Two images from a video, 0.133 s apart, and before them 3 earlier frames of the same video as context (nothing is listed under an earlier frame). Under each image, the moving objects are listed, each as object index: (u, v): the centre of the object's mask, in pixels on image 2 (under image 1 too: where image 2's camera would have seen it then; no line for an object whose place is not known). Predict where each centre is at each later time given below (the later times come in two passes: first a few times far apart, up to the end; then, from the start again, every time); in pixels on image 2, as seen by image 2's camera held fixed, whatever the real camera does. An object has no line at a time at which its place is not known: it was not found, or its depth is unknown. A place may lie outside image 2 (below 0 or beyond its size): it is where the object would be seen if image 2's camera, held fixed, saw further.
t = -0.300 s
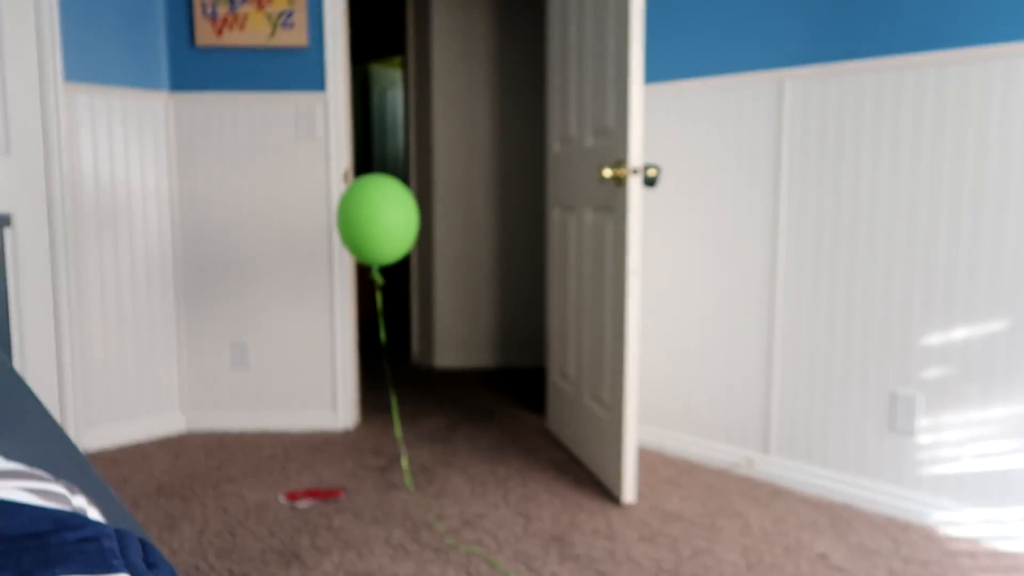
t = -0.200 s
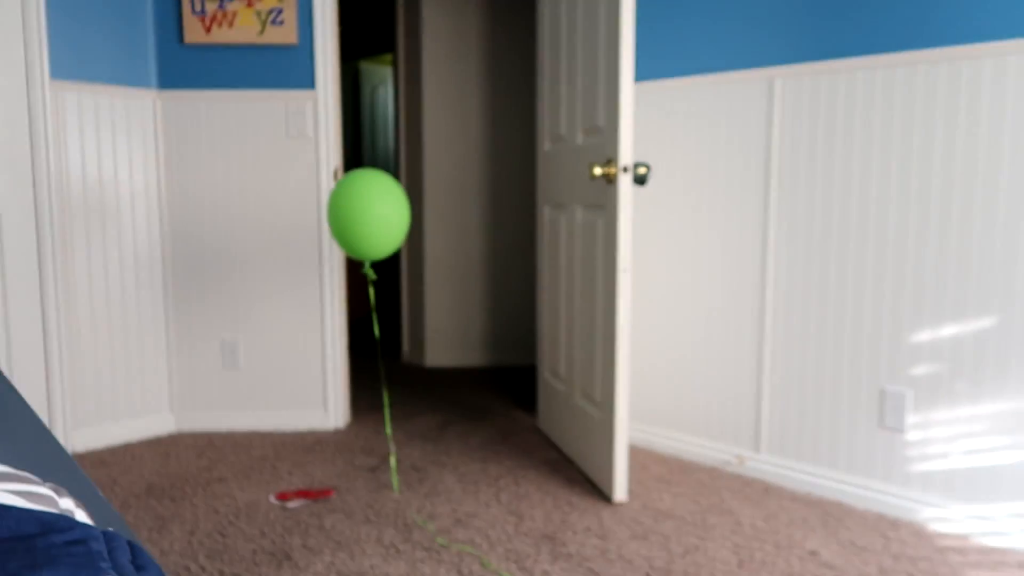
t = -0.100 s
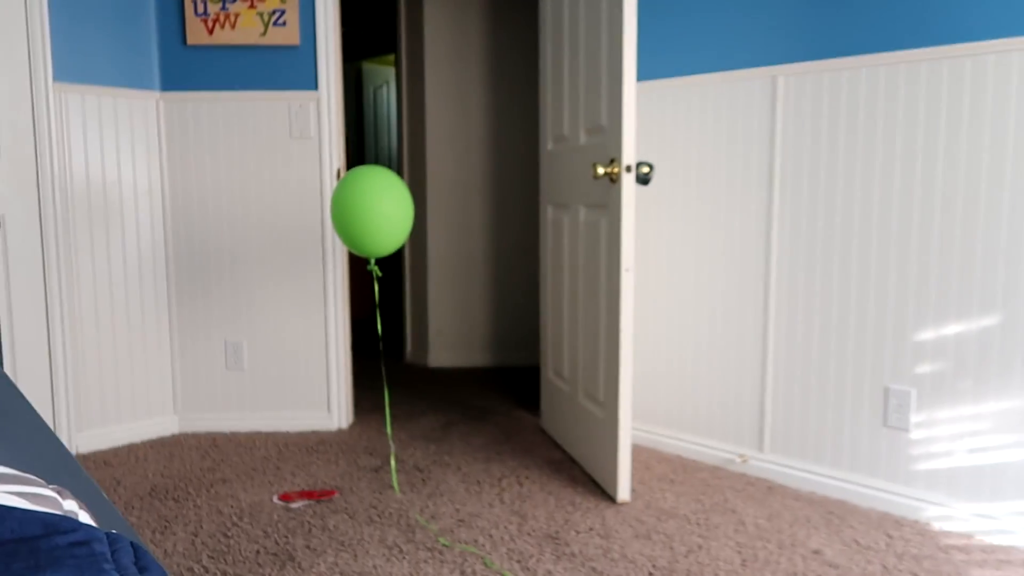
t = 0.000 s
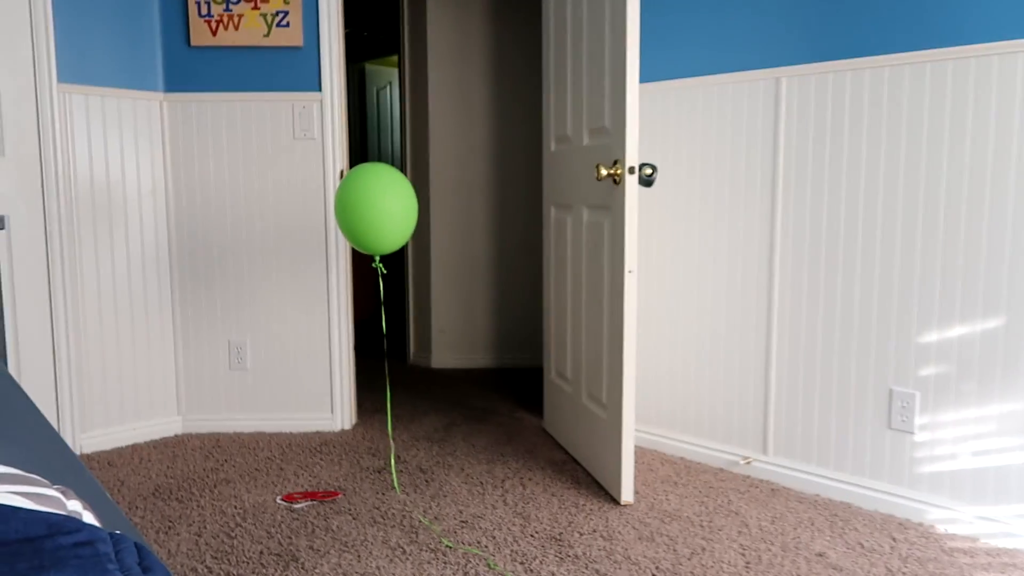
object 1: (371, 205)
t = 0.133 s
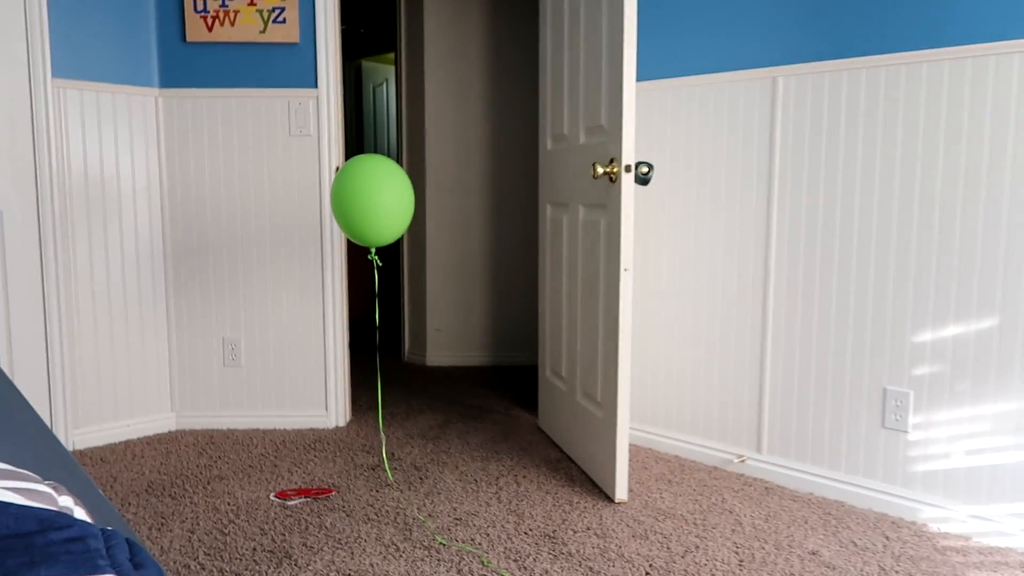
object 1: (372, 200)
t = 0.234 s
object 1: (372, 196)
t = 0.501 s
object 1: (373, 186)
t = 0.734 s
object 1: (374, 177)
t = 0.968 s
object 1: (372, 169)
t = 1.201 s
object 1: (370, 163)
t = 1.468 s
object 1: (367, 157)
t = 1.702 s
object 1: (363, 152)
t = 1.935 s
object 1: (358, 145)
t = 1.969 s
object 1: (357, 145)
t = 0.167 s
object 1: (373, 199)
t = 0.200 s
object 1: (373, 197)
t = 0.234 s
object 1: (372, 196)
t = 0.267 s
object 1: (372, 195)
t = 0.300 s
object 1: (373, 194)
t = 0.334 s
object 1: (373, 192)
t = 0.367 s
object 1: (374, 191)
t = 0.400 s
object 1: (373, 189)
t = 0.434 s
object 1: (373, 188)
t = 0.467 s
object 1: (374, 187)
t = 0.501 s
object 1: (373, 186)
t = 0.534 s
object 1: (373, 185)
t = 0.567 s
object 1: (373, 183)
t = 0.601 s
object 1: (374, 182)
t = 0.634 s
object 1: (374, 181)
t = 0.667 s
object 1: (374, 179)
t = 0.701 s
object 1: (374, 178)
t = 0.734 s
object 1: (374, 177)
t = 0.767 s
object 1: (374, 176)
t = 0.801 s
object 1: (373, 175)
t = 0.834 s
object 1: (373, 173)
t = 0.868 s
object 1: (372, 173)
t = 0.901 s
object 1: (372, 171)
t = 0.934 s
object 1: (372, 170)
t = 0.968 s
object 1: (372, 169)
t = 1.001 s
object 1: (372, 168)
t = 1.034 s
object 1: (372, 167)
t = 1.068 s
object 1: (372, 167)
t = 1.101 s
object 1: (371, 166)
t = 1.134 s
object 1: (371, 165)
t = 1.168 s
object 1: (370, 164)
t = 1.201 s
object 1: (370, 163)
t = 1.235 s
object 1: (370, 163)
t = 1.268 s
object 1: (370, 162)
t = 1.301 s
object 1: (370, 161)
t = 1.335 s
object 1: (369, 160)
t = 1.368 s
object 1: (369, 159)
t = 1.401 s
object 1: (368, 159)
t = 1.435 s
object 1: (368, 158)
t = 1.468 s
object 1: (367, 157)
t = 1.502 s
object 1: (367, 156)
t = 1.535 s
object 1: (366, 156)
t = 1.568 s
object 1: (365, 155)
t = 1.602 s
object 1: (365, 154)
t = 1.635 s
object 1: (364, 153)
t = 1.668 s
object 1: (364, 152)
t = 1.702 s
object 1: (363, 152)
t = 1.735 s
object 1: (362, 151)
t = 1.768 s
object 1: (362, 150)
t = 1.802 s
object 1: (361, 149)
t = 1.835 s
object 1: (360, 148)
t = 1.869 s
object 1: (359, 147)
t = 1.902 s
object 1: (359, 146)
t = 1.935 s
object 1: (358, 145)
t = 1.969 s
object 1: (357, 145)
